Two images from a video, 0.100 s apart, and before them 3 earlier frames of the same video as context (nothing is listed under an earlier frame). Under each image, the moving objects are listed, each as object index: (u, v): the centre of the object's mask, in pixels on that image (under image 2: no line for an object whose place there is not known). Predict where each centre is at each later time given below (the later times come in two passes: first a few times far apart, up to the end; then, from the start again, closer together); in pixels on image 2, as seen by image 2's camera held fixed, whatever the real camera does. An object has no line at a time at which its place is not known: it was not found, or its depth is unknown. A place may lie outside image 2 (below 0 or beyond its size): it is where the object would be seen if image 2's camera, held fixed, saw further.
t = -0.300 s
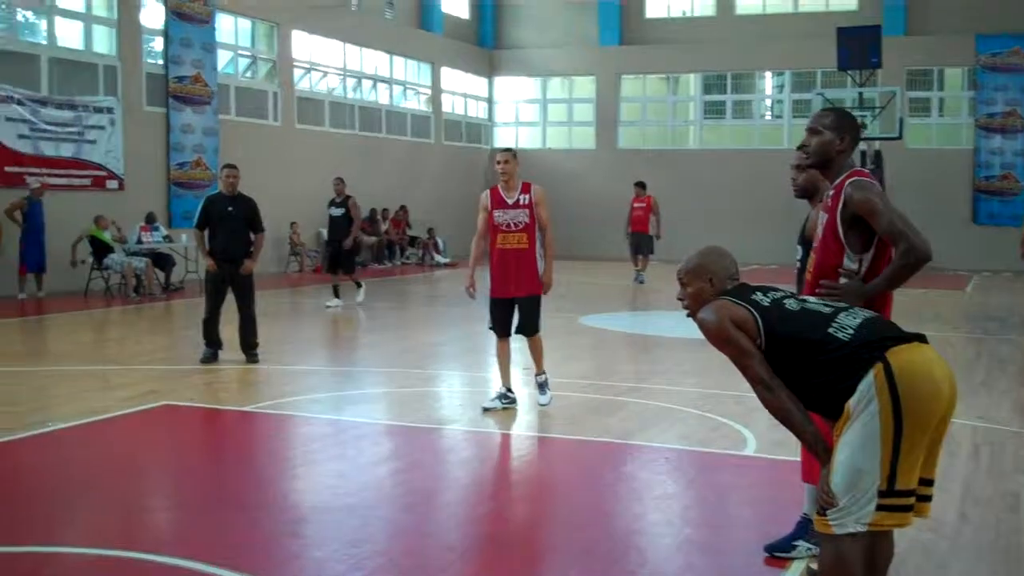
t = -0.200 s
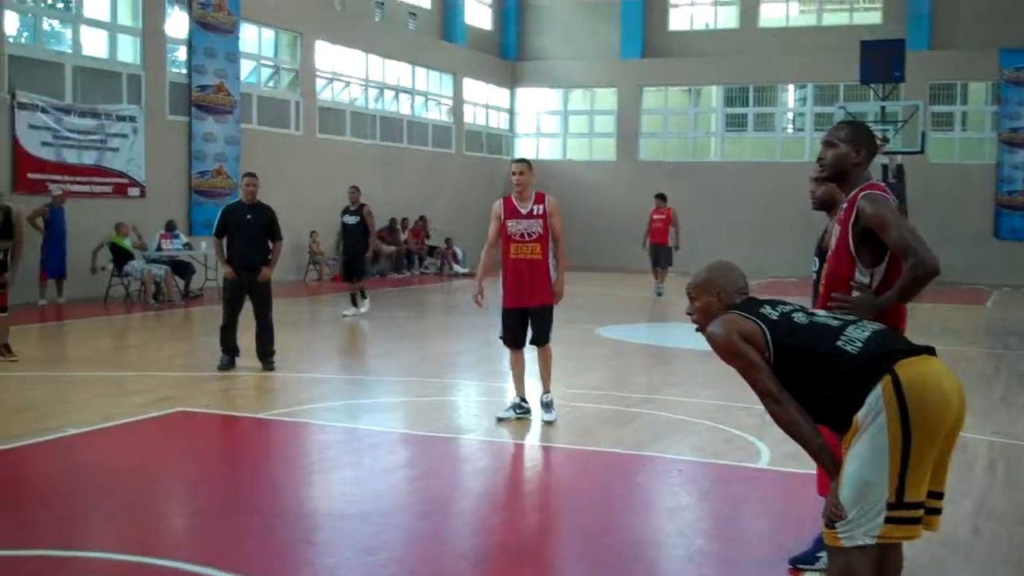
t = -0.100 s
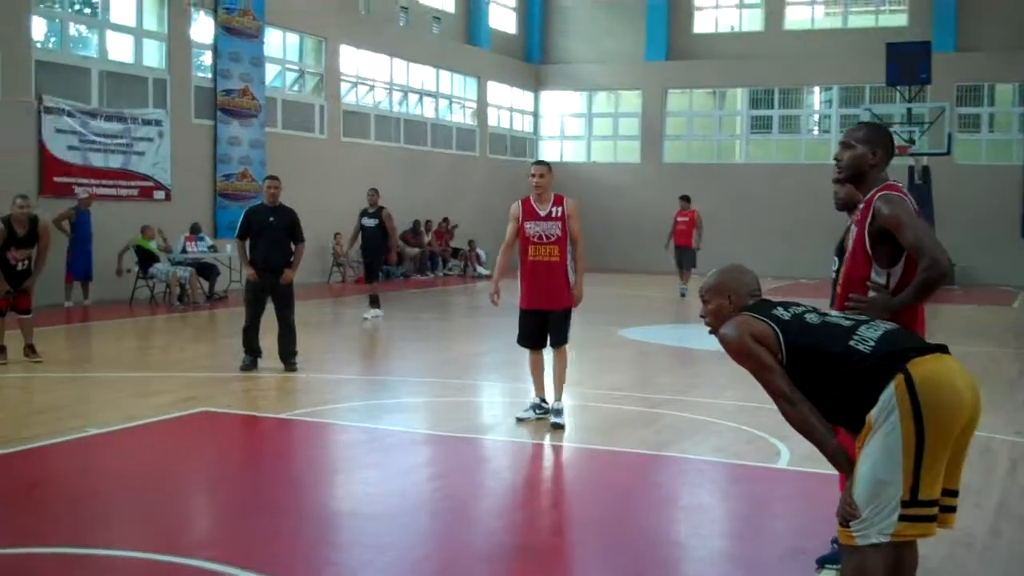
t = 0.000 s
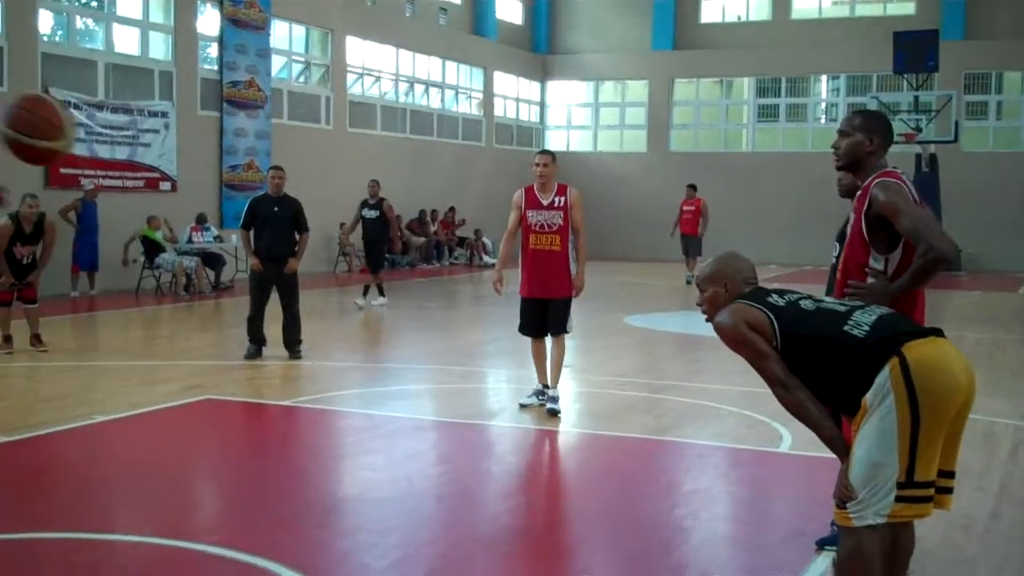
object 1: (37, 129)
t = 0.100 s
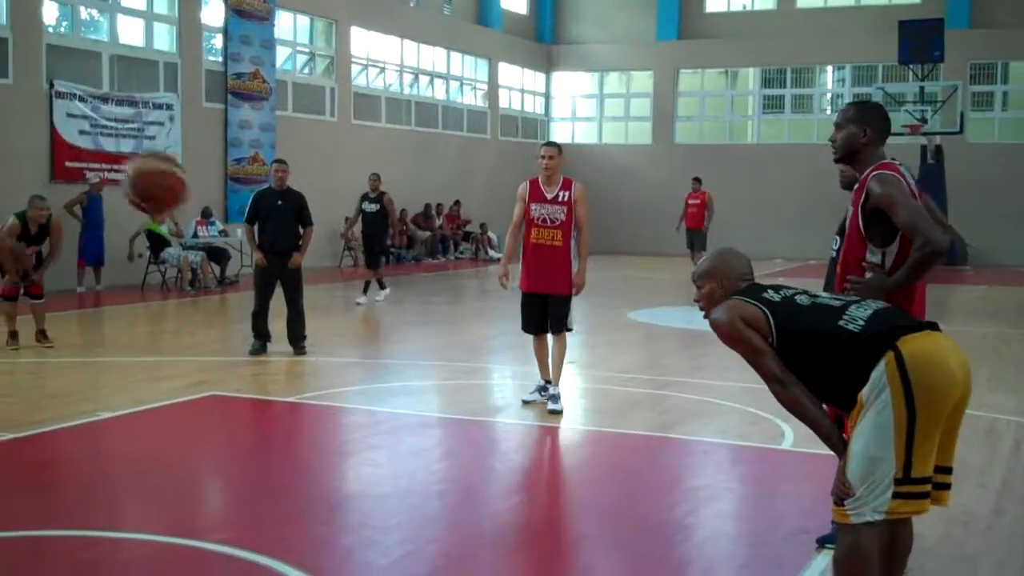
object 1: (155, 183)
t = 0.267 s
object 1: (293, 308)
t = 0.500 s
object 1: (406, 403)
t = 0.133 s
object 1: (189, 206)
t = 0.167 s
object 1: (219, 231)
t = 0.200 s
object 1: (245, 254)
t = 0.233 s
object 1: (272, 281)
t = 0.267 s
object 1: (293, 308)
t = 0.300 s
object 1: (315, 334)
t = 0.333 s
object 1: (335, 361)
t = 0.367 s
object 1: (355, 389)
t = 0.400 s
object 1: (373, 418)
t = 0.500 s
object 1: (406, 403)
